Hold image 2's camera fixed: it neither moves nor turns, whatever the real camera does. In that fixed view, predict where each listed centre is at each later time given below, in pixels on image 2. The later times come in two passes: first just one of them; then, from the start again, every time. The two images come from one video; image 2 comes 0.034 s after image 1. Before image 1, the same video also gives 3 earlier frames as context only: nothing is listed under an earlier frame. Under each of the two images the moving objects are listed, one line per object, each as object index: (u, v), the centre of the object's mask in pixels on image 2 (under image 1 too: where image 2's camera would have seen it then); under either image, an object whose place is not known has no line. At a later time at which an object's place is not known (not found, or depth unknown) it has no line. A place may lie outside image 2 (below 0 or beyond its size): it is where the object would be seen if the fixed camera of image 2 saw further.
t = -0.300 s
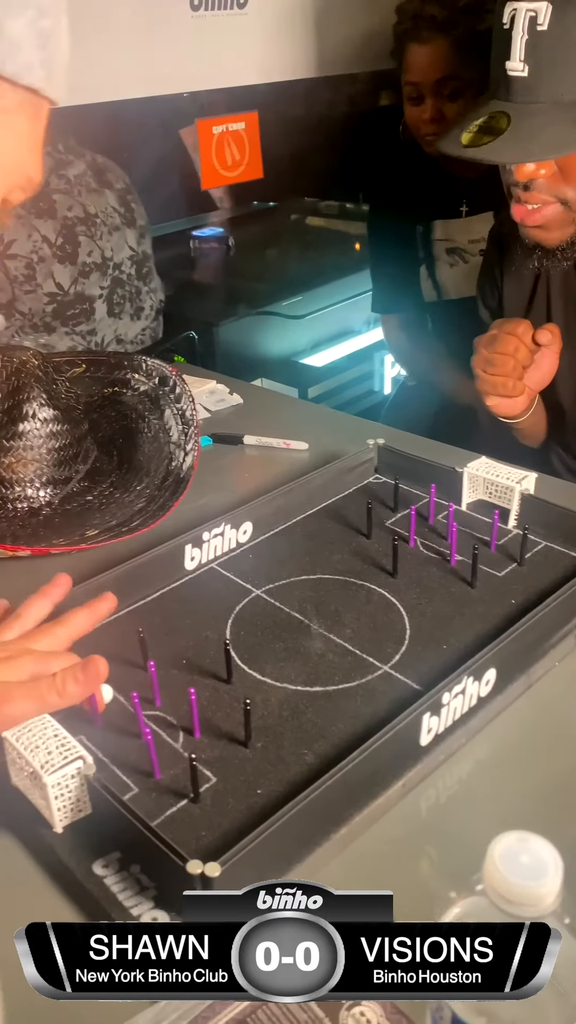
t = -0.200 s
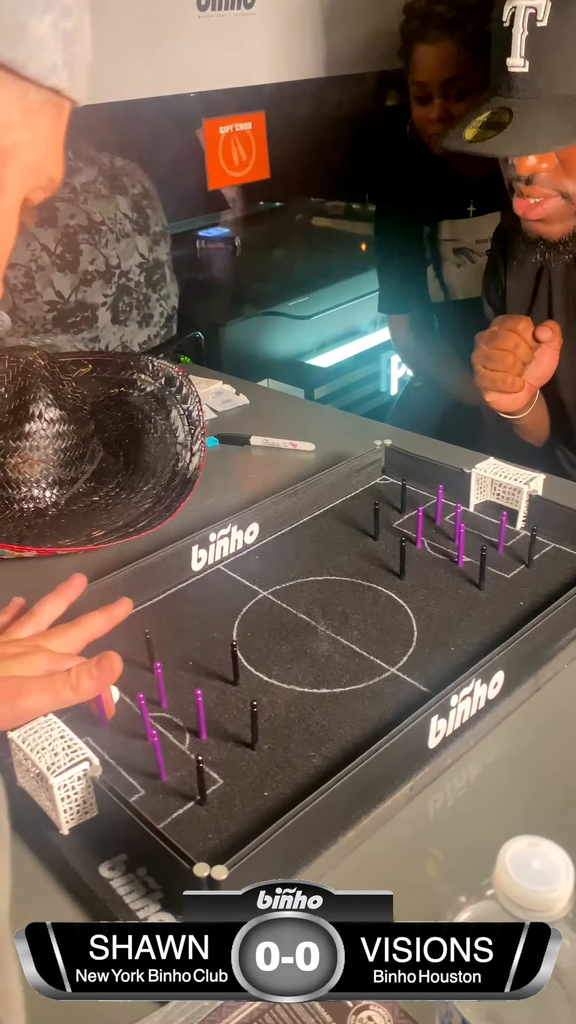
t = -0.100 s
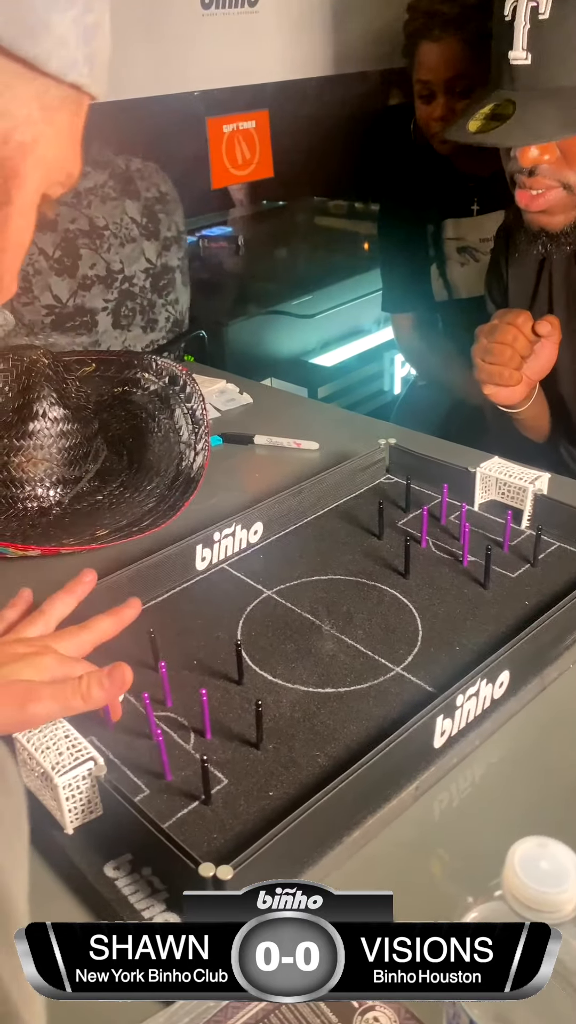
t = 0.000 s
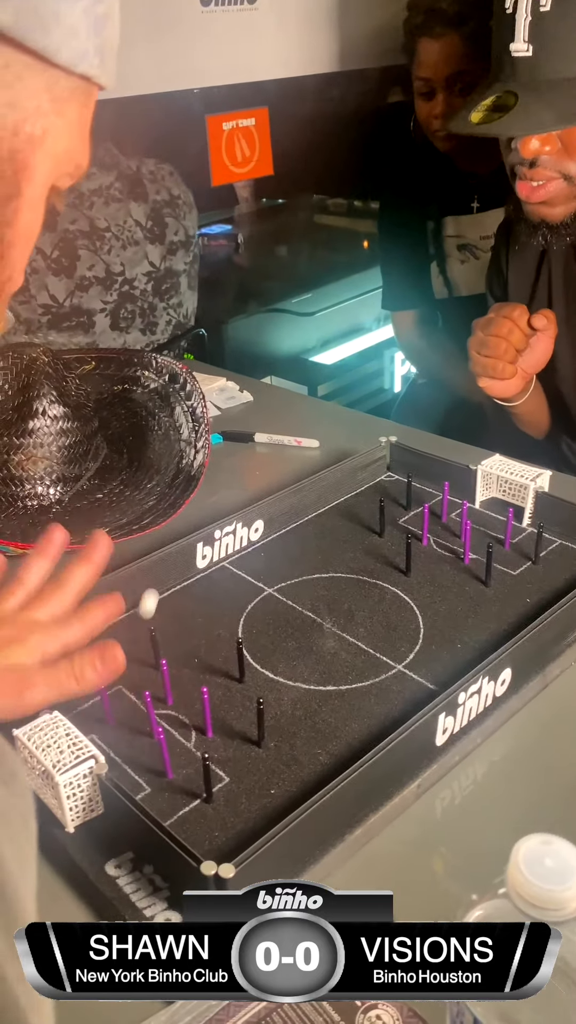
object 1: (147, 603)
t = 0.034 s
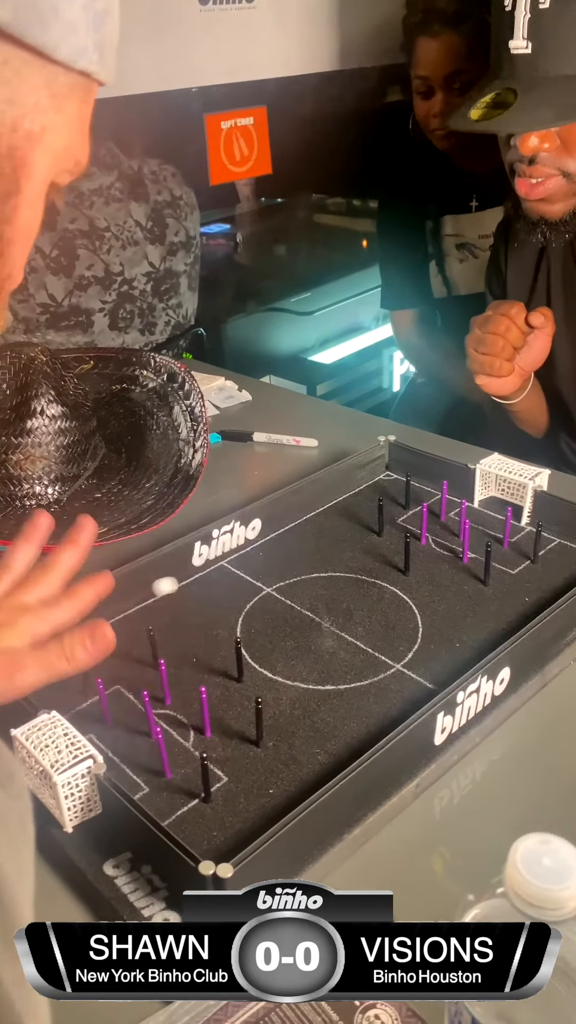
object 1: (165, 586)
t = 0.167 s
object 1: (269, 579)
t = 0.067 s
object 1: (193, 584)
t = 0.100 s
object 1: (220, 583)
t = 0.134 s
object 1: (245, 581)
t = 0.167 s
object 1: (269, 579)
